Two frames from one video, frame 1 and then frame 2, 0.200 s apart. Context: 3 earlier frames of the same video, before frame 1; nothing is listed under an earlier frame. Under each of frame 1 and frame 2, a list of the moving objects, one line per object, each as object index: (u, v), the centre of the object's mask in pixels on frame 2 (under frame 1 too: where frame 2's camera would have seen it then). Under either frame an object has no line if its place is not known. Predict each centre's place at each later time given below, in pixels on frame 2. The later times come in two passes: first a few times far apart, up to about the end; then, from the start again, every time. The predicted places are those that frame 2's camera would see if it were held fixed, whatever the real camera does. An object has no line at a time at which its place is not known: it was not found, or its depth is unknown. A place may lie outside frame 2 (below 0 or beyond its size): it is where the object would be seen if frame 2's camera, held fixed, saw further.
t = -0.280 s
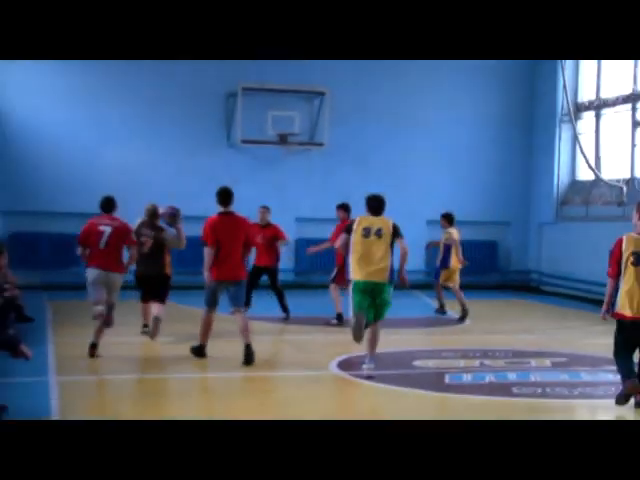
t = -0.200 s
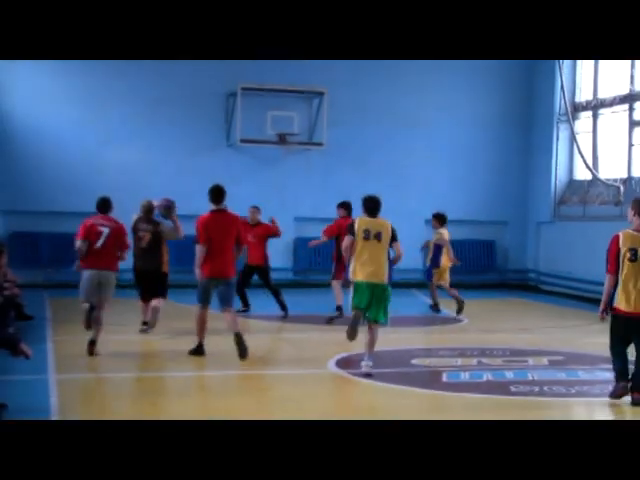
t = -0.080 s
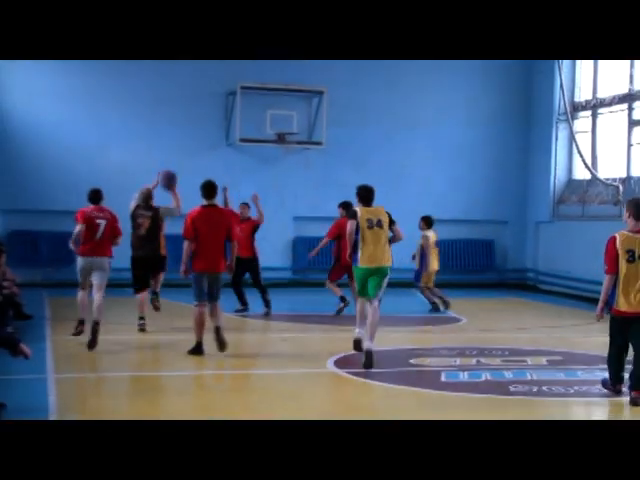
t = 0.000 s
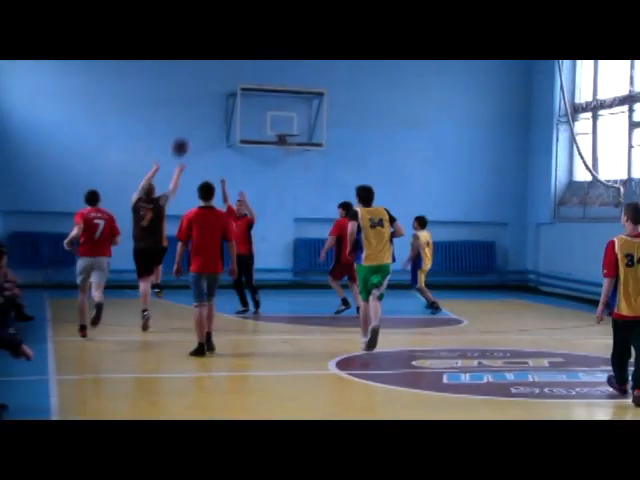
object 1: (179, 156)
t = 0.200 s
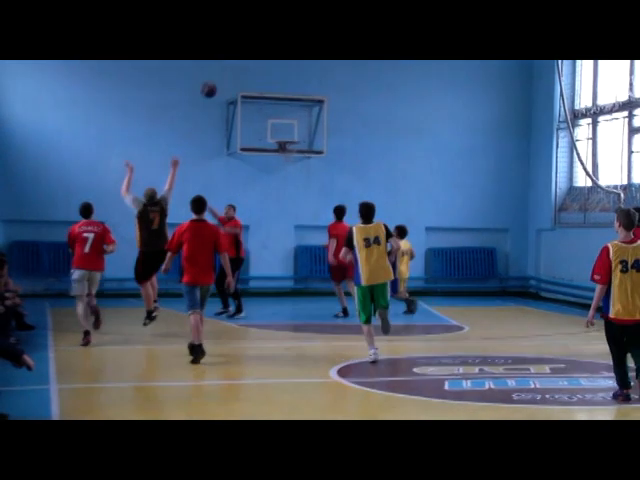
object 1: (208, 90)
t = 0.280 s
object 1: (219, 73)
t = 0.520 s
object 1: (243, 54)
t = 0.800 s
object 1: (265, 75)
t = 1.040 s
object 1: (280, 122)
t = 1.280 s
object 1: (281, 166)
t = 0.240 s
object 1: (213, 81)
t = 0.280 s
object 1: (219, 73)
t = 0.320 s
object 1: (223, 67)
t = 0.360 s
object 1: (226, 62)
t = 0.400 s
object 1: (231, 58)
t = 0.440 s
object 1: (237, 56)
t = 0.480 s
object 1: (240, 54)
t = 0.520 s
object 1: (243, 54)
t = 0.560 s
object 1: (247, 55)
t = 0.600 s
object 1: (250, 57)
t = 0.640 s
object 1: (253, 58)
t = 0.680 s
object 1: (256, 60)
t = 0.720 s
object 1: (259, 65)
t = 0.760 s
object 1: (262, 69)
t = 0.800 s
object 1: (265, 75)
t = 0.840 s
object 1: (267, 81)
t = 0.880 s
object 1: (270, 88)
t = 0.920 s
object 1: (273, 95)
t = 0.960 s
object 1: (275, 103)
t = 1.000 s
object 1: (278, 112)
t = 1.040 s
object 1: (280, 122)
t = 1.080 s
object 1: (282, 132)
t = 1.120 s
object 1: (285, 143)
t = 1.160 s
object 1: (284, 152)
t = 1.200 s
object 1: (283, 156)
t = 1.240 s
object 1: (282, 160)
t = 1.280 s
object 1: (281, 166)
